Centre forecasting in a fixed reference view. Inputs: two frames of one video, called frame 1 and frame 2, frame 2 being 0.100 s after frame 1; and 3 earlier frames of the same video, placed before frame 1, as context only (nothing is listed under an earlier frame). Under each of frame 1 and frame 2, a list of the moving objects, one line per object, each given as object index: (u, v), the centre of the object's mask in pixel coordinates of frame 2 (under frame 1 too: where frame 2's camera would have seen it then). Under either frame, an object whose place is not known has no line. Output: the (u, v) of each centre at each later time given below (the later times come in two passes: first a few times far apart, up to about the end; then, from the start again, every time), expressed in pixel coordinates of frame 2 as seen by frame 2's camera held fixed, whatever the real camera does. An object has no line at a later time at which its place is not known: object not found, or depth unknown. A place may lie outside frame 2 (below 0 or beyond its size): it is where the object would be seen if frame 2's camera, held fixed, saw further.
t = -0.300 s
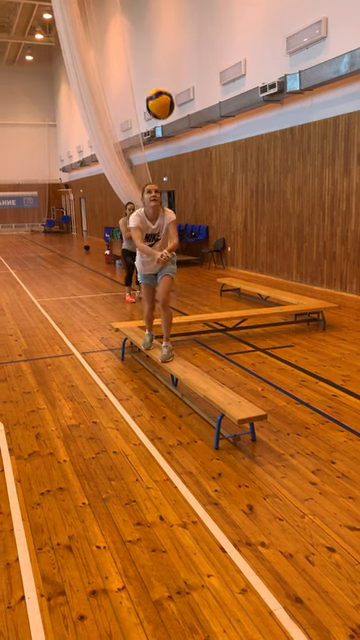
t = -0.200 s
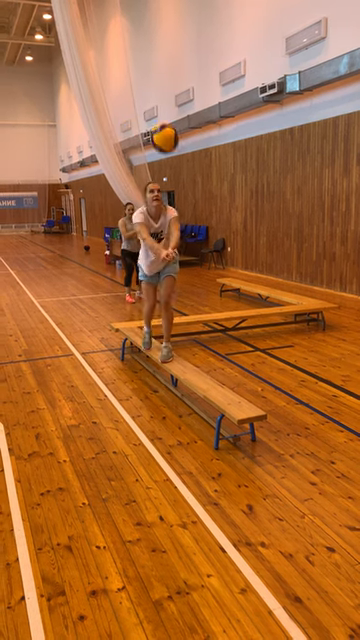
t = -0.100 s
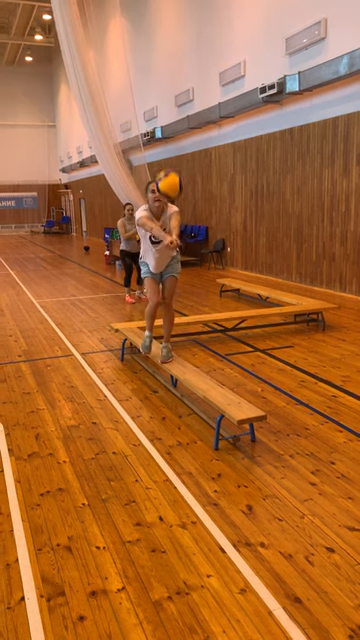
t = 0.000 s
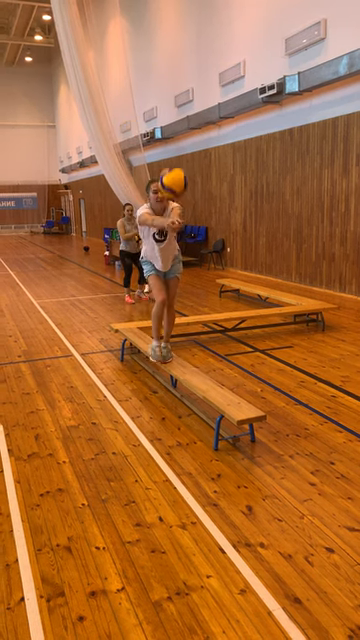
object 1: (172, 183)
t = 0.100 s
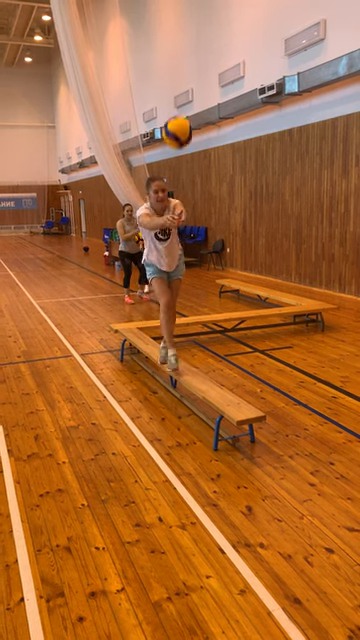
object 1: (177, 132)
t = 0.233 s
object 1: (184, 84)
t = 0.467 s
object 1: (200, 62)
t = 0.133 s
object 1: (179, 117)
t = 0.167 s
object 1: (181, 104)
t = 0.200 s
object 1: (183, 94)
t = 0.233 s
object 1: (184, 84)
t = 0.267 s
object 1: (186, 75)
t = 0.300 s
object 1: (189, 69)
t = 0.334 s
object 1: (191, 64)
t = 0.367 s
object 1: (193, 61)
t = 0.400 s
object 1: (195, 60)
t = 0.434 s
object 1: (197, 60)
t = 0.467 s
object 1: (200, 62)
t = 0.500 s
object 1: (202, 66)
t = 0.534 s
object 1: (204, 72)
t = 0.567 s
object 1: (207, 80)
